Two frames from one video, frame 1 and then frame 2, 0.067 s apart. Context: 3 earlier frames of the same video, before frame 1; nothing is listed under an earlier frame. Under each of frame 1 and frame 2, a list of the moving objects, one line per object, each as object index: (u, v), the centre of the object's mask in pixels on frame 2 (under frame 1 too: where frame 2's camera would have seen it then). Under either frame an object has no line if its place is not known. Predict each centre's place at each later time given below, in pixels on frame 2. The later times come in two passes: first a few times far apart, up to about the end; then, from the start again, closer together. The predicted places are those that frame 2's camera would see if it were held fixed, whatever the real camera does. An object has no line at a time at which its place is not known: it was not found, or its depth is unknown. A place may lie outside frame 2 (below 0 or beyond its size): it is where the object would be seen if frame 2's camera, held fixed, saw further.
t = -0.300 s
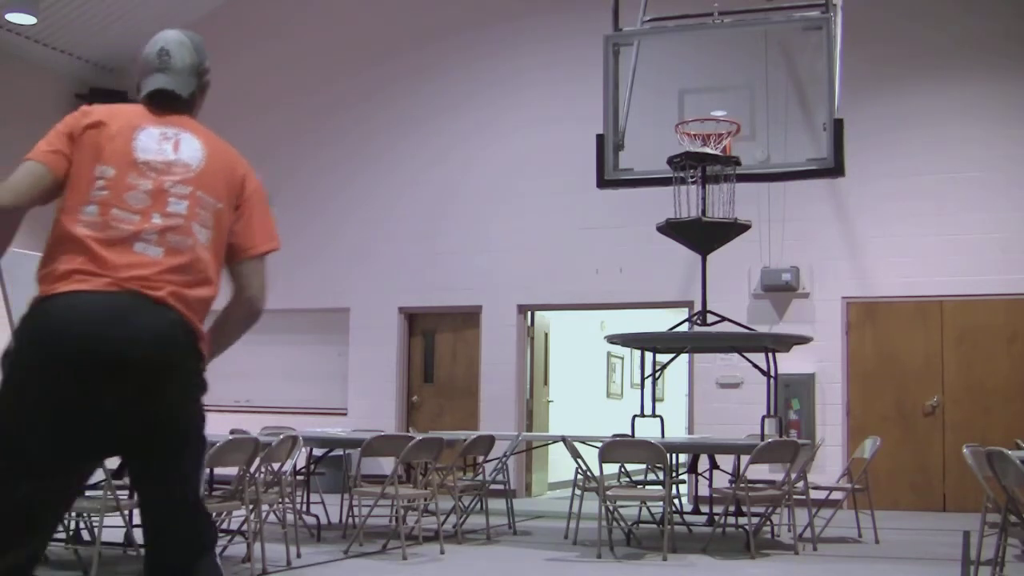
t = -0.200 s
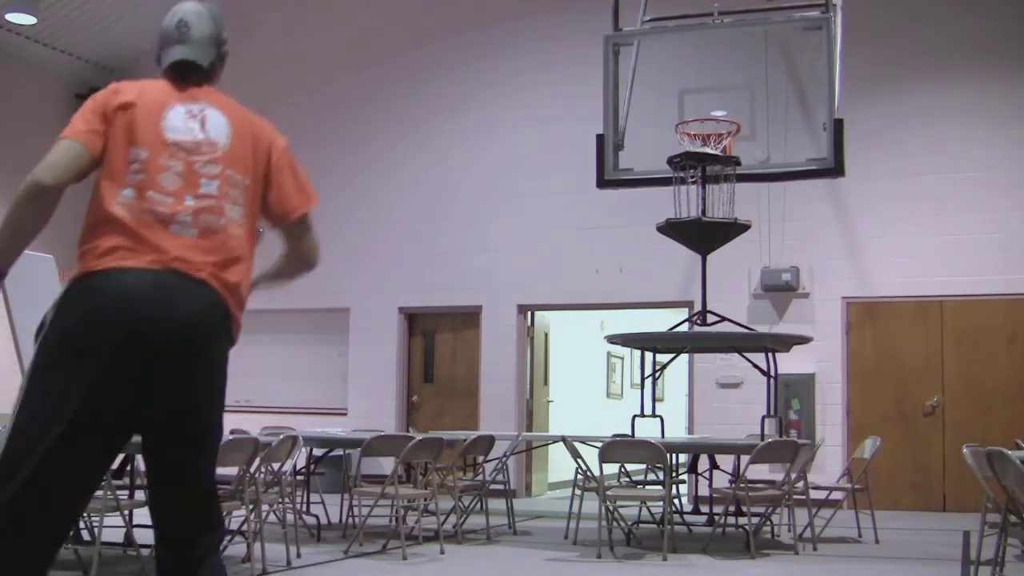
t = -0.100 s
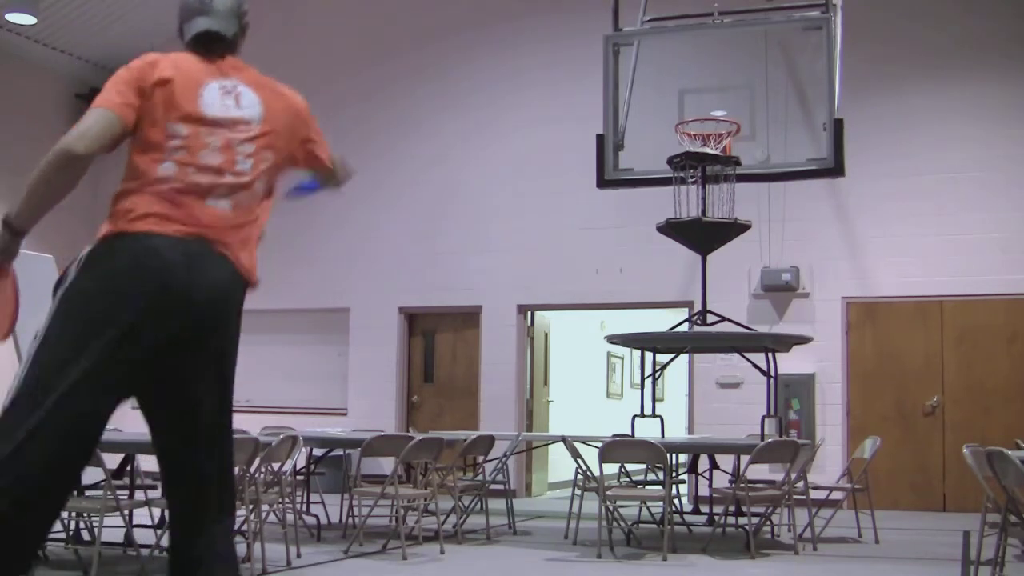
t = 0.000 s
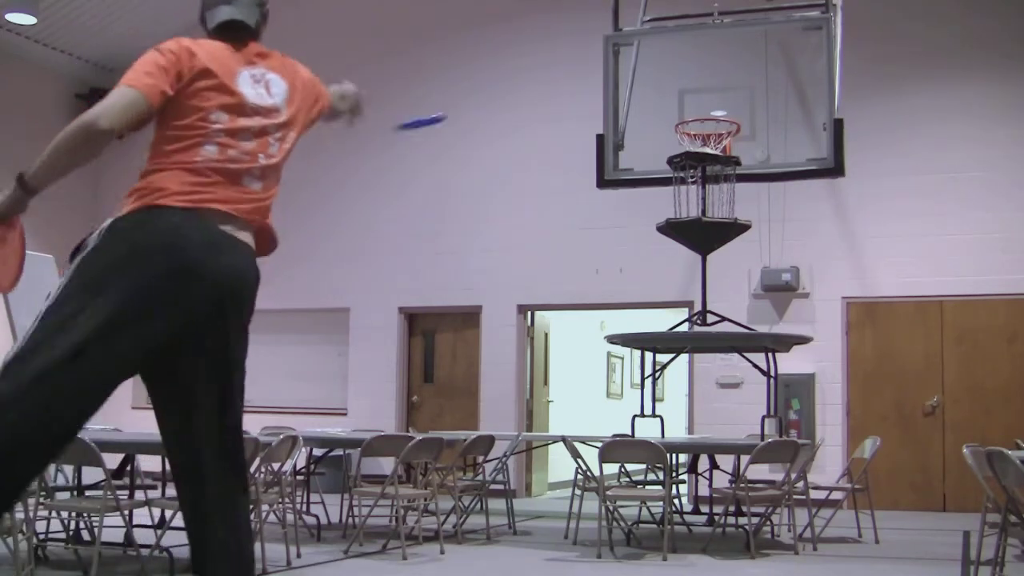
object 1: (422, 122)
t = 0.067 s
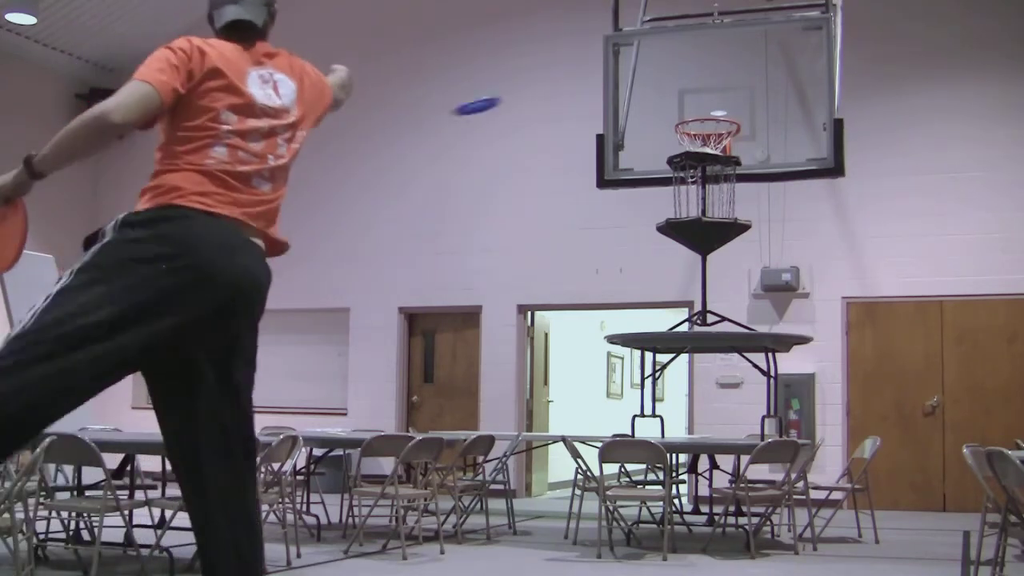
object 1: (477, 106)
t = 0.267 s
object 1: (599, 122)
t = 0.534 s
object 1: (694, 203)
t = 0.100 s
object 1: (502, 103)
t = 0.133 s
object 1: (524, 103)
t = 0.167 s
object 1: (545, 105)
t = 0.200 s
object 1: (564, 109)
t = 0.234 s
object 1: (582, 115)
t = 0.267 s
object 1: (599, 122)
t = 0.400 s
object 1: (653, 160)
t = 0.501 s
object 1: (682, 194)
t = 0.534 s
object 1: (694, 203)
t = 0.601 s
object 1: (705, 214)
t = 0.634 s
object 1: (708, 211)
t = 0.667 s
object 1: (709, 209)
